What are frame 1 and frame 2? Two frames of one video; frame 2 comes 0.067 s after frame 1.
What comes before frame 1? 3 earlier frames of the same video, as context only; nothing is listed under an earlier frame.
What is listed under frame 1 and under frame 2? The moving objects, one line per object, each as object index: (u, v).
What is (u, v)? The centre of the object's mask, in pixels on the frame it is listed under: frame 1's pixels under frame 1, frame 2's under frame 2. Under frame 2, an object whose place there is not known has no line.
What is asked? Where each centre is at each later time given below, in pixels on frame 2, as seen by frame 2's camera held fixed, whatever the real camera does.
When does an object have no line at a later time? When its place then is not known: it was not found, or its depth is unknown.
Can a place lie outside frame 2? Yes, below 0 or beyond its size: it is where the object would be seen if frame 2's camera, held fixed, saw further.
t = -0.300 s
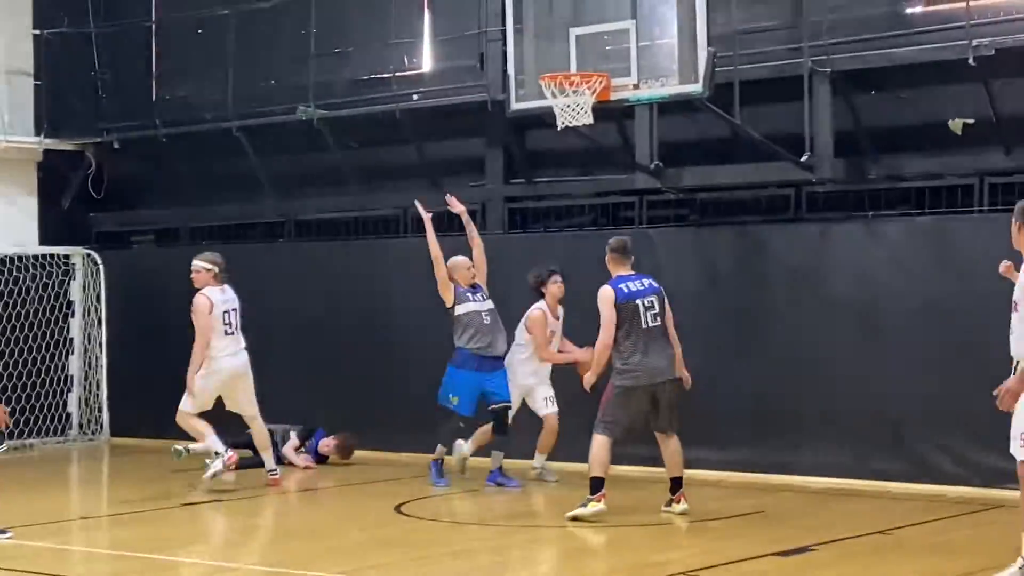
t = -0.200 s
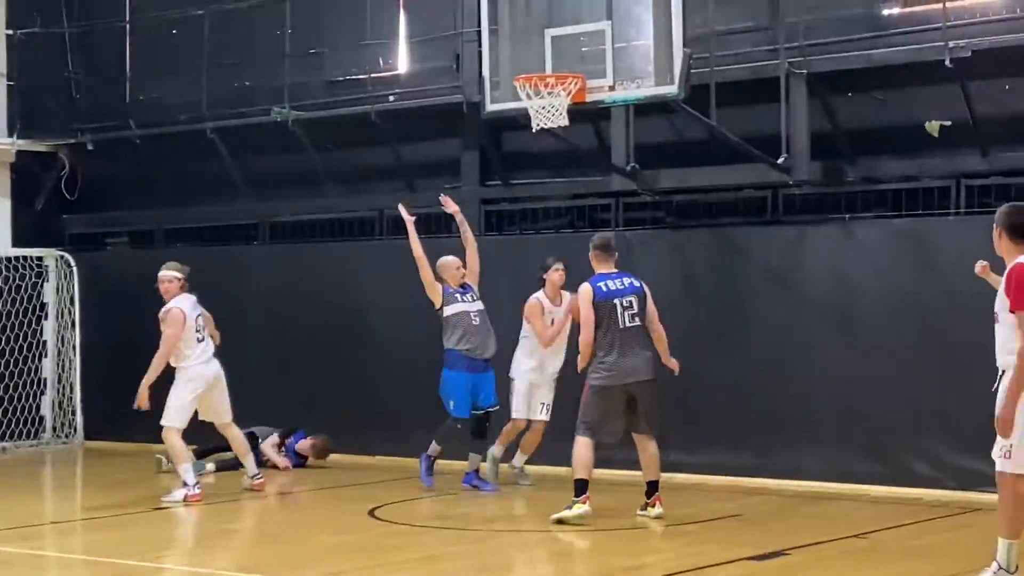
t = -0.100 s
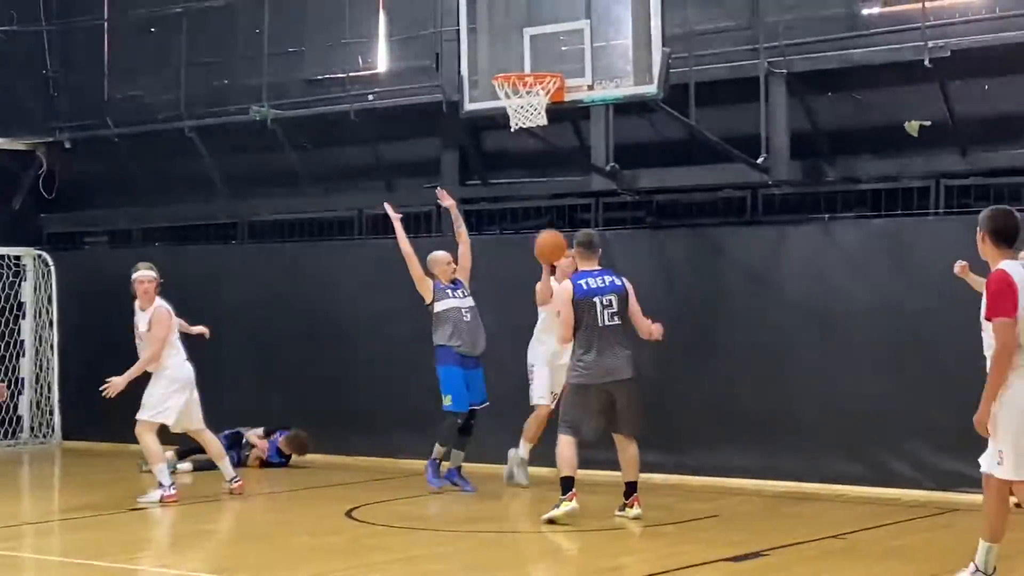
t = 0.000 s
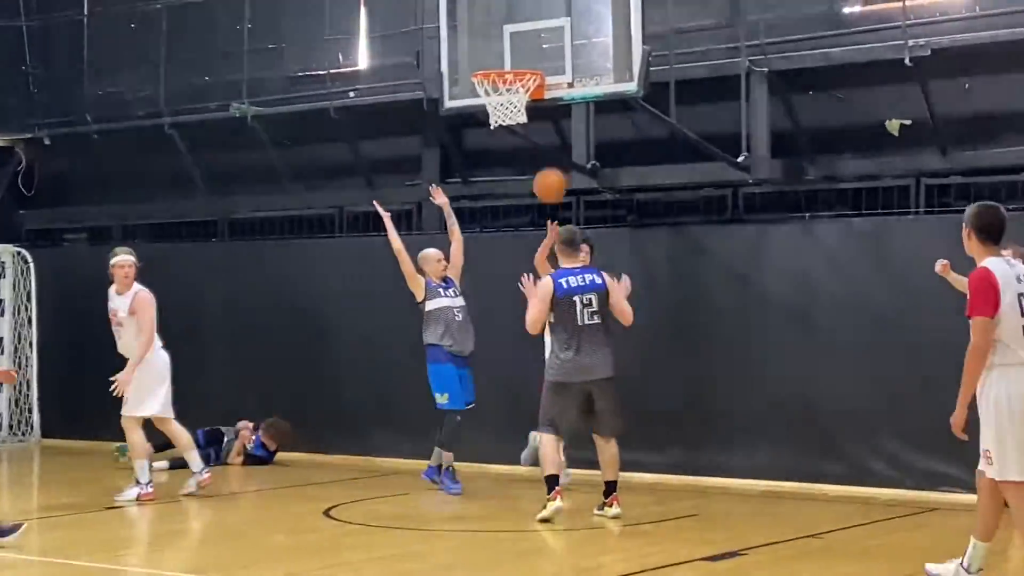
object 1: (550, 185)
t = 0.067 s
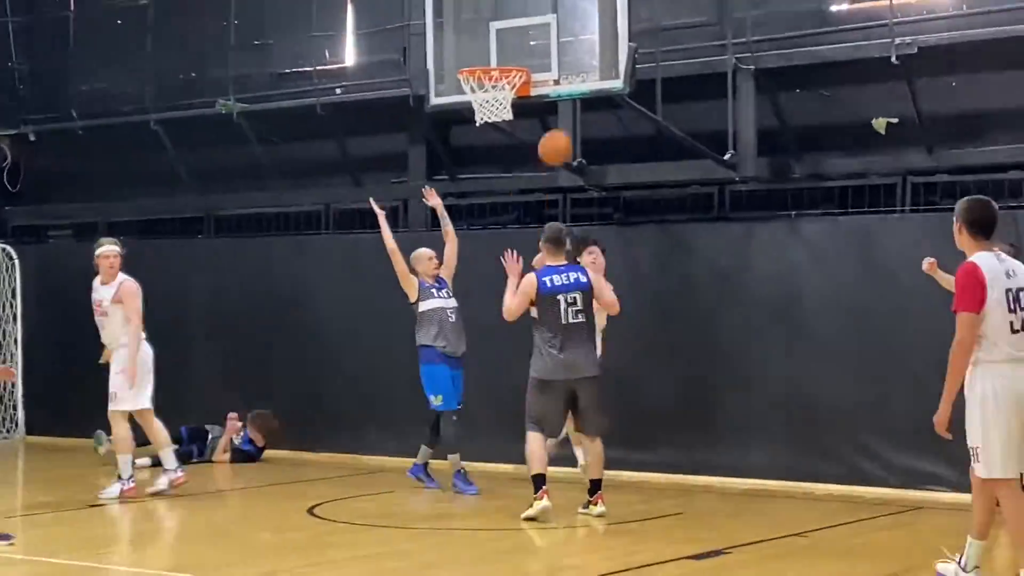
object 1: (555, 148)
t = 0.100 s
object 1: (565, 133)
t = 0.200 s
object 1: (597, 94)
